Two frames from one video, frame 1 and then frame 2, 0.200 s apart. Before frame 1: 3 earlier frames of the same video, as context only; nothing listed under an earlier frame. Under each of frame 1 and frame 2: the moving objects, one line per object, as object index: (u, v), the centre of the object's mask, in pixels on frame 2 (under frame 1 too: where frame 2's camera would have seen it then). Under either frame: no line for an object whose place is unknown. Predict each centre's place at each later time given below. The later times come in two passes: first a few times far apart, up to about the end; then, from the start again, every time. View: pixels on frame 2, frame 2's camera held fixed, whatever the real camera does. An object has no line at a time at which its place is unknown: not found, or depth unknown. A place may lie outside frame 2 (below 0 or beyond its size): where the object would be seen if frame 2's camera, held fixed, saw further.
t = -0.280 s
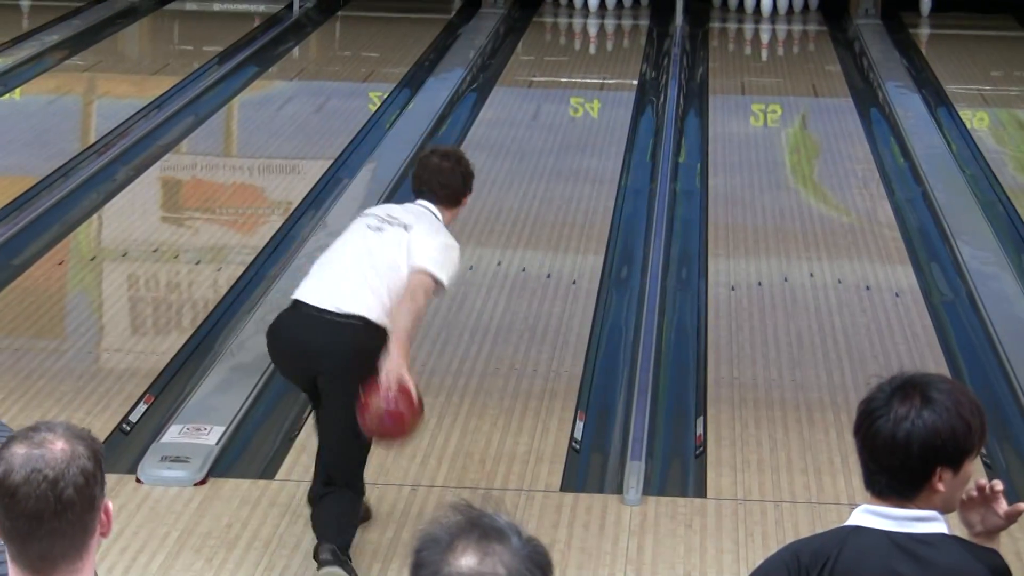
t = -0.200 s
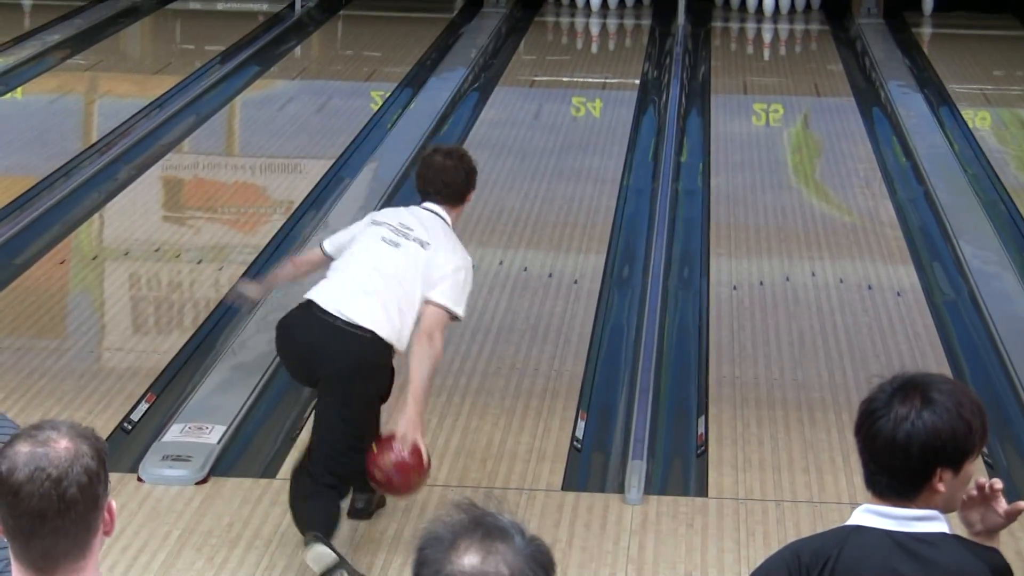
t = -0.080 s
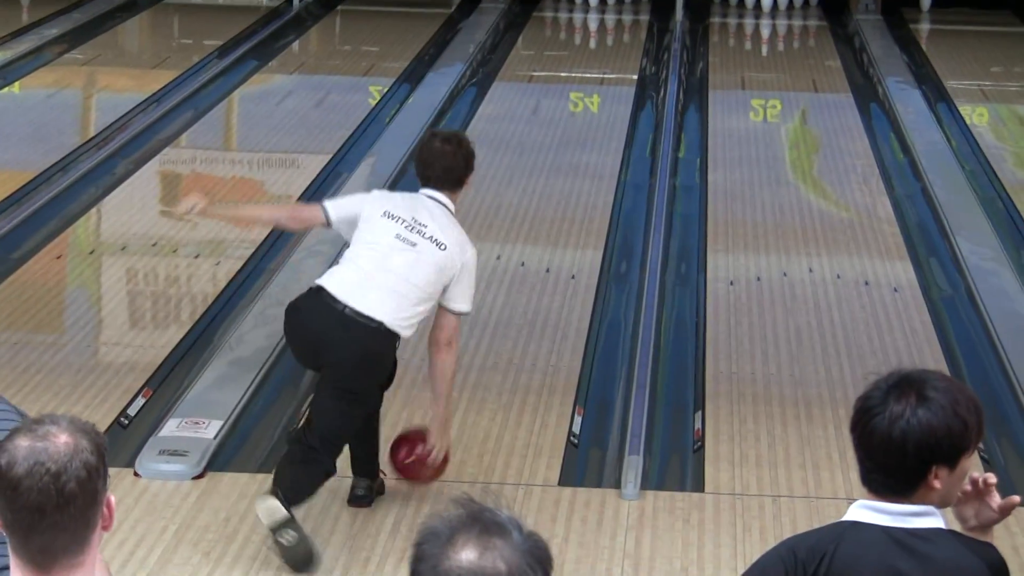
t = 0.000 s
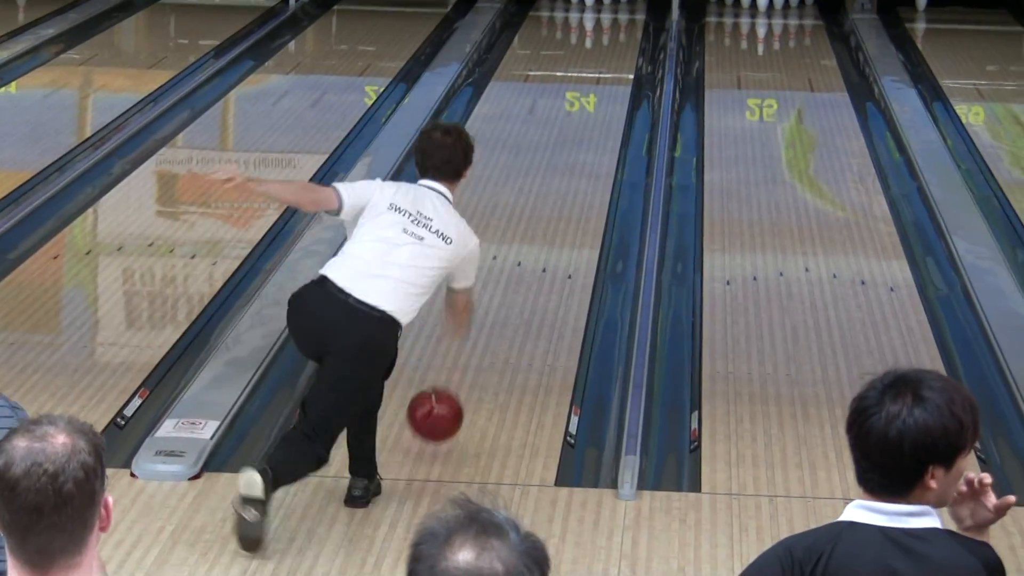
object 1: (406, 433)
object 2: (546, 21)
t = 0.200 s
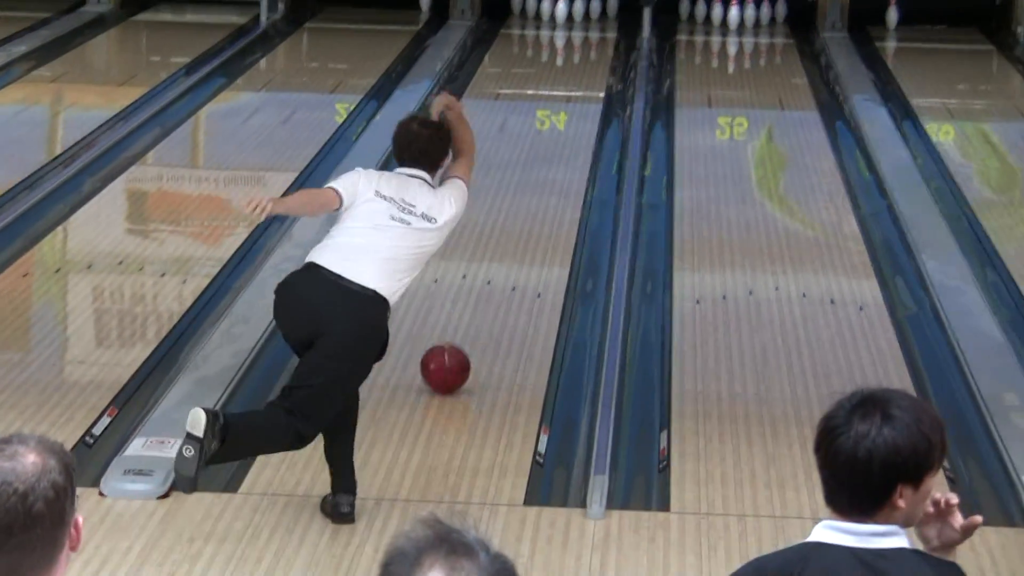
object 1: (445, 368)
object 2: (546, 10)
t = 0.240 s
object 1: (453, 354)
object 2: (546, 8)
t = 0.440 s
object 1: (483, 291)
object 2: (546, 1)
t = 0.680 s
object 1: (511, 230)
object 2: (545, 0)
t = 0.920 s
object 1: (534, 180)
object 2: (545, -1)
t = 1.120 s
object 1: (548, 146)
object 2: (545, -2)
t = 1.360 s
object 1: (561, 112)
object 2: (545, -2)
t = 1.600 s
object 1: (570, 82)
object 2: (544, -2)
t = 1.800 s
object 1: (574, 61)
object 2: (545, -2)
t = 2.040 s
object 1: (574, 39)
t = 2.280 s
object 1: (568, 21)
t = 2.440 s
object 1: (560, 13)
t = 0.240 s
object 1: (453, 354)
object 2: (546, 8)
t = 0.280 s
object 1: (459, 340)
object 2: (546, 6)
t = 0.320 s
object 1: (466, 327)
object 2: (546, 3)
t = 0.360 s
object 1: (472, 315)
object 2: (546, 2)
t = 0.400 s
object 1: (477, 302)
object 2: (546, 1)
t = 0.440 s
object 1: (483, 291)
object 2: (546, 1)
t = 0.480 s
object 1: (488, 280)
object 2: (546, 1)
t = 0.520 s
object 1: (493, 269)
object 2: (546, 1)
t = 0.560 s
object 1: (498, 259)
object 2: (546, 1)
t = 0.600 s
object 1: (502, 249)
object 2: (545, 0)
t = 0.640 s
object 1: (507, 239)
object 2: (545, 0)
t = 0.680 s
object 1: (511, 230)
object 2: (545, 0)
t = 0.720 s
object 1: (515, 221)
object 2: (545, 0)
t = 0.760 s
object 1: (519, 212)
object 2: (545, -1)
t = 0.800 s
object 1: (523, 204)
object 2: (545, -1)
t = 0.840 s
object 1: (527, 196)
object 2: (545, -1)
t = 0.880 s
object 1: (530, 188)
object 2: (545, -1)
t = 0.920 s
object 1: (534, 180)
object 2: (545, -1)
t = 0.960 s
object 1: (537, 173)
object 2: (545, -1)
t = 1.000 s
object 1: (540, 166)
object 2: (545, -2)
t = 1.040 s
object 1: (543, 159)
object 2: (545, -2)
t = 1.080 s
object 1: (545, 153)
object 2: (545, -2)
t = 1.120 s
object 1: (548, 146)
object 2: (545, -2)
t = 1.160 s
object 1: (550, 140)
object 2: (545, -2)
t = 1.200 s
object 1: (553, 134)
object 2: (545, -2)
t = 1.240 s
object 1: (555, 128)
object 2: (545, -2)
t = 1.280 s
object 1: (557, 123)
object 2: (545, -2)
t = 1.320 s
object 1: (559, 117)
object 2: (545, -2)
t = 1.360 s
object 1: (561, 112)
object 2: (545, -2)
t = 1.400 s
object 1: (563, 106)
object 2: (545, -2)
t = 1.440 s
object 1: (564, 101)
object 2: (545, -2)
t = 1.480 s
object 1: (566, 96)
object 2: (545, -2)
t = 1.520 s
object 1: (567, 91)
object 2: (545, -2)
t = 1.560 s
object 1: (568, 87)
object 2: (545, -2)
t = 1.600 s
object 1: (570, 82)
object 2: (544, -2)
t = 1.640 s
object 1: (571, 78)
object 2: (545, -2)
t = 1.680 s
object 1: (572, 74)
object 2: (545, -2)
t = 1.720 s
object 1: (573, 69)
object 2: (545, -2)
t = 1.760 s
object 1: (574, 65)
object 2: (545, -2)
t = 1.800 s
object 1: (574, 61)
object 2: (545, -2)
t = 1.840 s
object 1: (575, 58)
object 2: (545, -2)
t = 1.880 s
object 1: (575, 53)
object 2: (545, -2)
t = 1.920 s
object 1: (575, 50)
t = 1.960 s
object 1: (575, 47)
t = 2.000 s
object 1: (575, 43)
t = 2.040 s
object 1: (574, 39)
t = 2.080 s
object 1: (574, 36)
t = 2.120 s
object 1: (573, 33)
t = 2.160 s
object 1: (572, 30)
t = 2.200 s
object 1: (570, 26)
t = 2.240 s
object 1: (569, 24)
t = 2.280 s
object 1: (568, 21)
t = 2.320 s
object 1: (566, 19)
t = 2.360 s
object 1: (564, 16)
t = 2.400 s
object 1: (562, 14)
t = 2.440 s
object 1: (560, 13)
